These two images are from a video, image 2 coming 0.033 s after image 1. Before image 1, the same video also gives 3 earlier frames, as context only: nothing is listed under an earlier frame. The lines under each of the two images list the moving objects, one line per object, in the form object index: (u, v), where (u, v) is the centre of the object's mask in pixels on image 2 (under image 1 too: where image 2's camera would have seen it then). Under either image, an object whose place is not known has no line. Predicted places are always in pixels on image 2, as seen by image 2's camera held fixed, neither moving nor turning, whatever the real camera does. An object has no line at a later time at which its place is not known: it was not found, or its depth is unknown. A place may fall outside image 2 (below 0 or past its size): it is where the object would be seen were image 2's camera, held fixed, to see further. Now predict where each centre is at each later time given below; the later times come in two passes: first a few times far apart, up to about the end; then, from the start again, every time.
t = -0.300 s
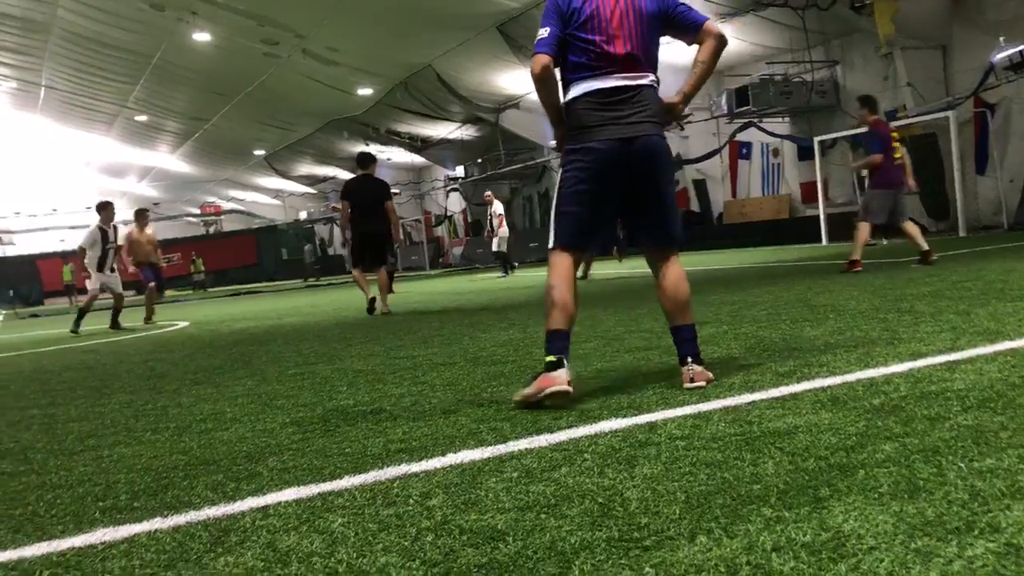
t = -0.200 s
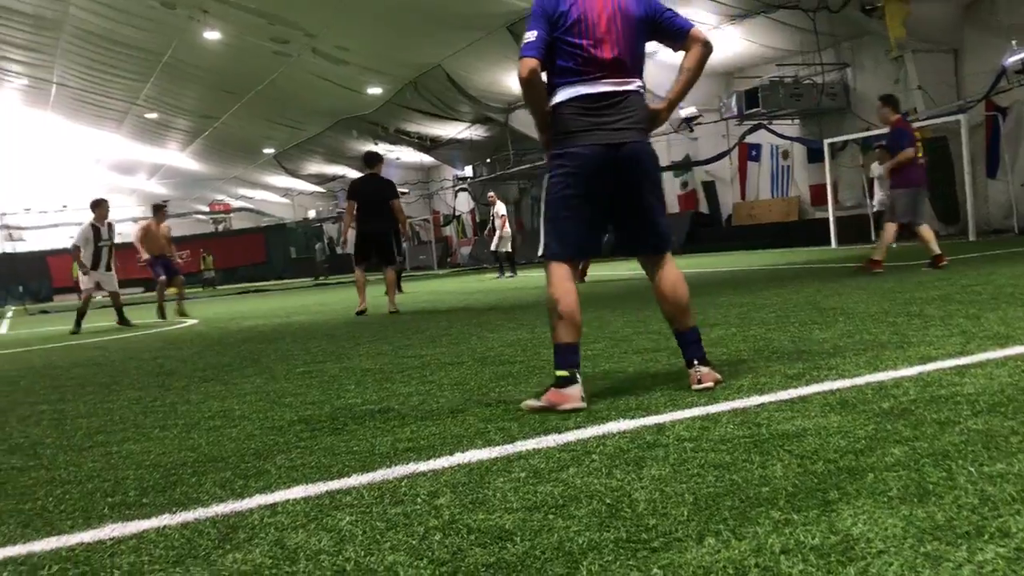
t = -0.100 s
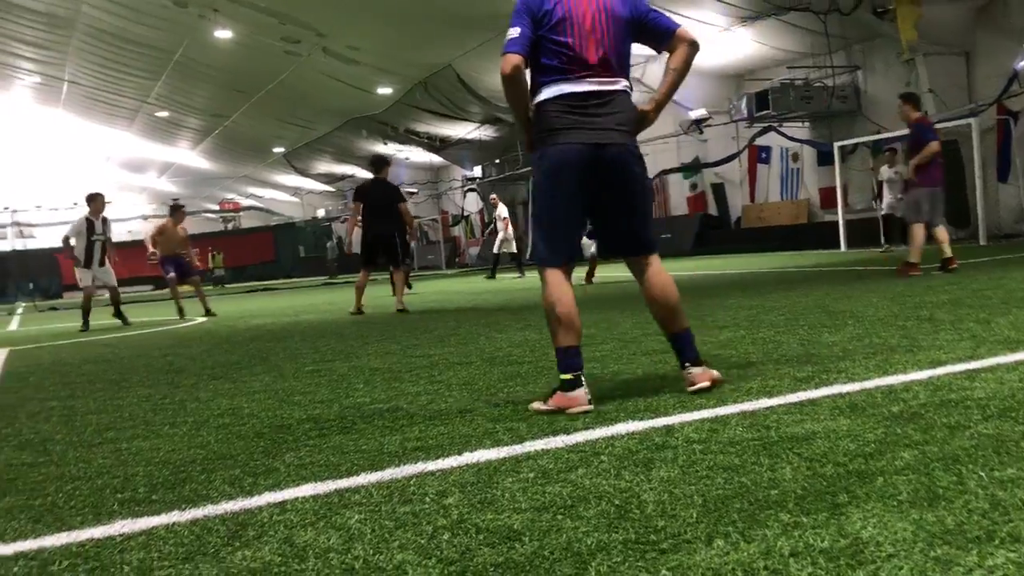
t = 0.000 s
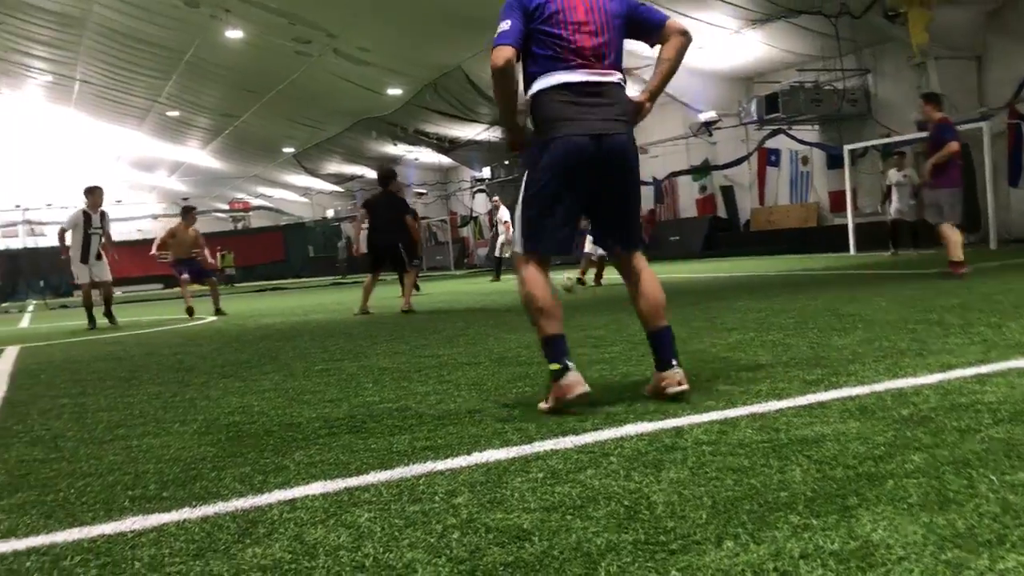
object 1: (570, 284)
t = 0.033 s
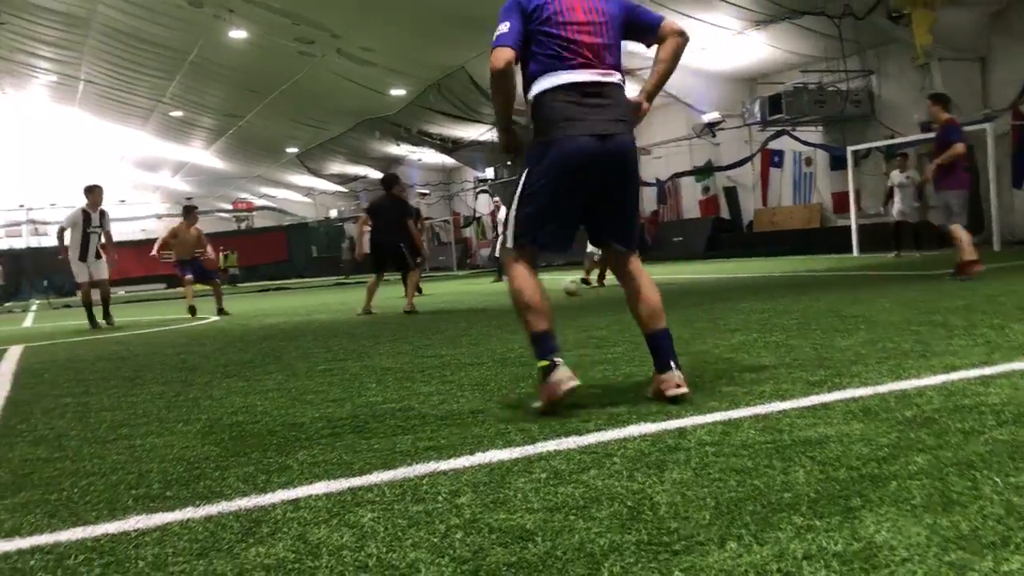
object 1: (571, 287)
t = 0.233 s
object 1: (571, 294)
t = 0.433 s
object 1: (565, 307)
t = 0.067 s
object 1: (571, 288)
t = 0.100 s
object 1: (572, 287)
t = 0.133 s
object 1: (570, 287)
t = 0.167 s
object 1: (571, 289)
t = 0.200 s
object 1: (572, 290)
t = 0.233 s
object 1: (571, 294)
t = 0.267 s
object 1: (570, 295)
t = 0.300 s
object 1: (569, 294)
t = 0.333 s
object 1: (569, 296)
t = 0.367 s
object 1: (568, 300)
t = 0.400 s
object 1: (567, 305)
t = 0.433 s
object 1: (565, 307)
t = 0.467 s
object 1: (563, 308)
